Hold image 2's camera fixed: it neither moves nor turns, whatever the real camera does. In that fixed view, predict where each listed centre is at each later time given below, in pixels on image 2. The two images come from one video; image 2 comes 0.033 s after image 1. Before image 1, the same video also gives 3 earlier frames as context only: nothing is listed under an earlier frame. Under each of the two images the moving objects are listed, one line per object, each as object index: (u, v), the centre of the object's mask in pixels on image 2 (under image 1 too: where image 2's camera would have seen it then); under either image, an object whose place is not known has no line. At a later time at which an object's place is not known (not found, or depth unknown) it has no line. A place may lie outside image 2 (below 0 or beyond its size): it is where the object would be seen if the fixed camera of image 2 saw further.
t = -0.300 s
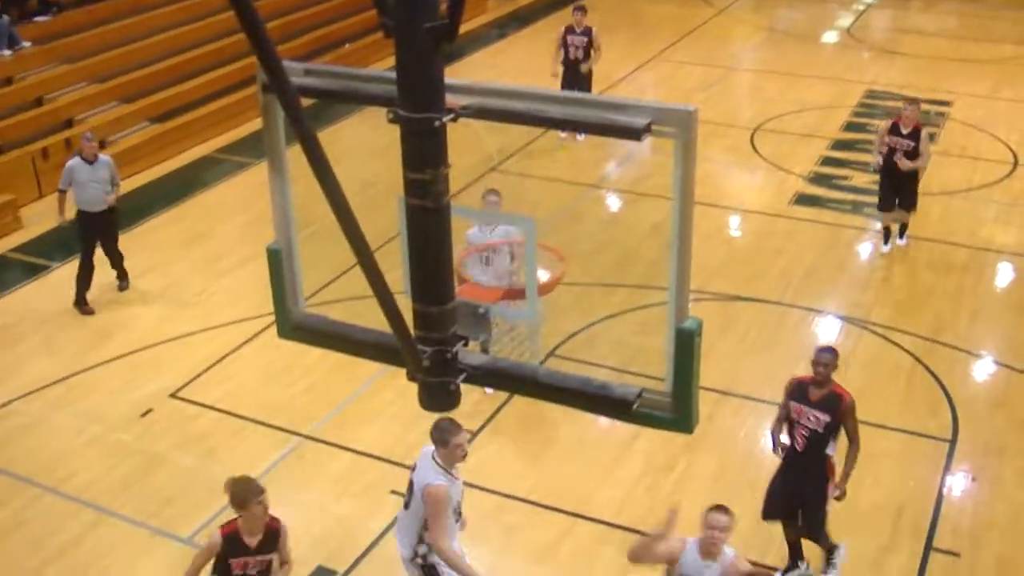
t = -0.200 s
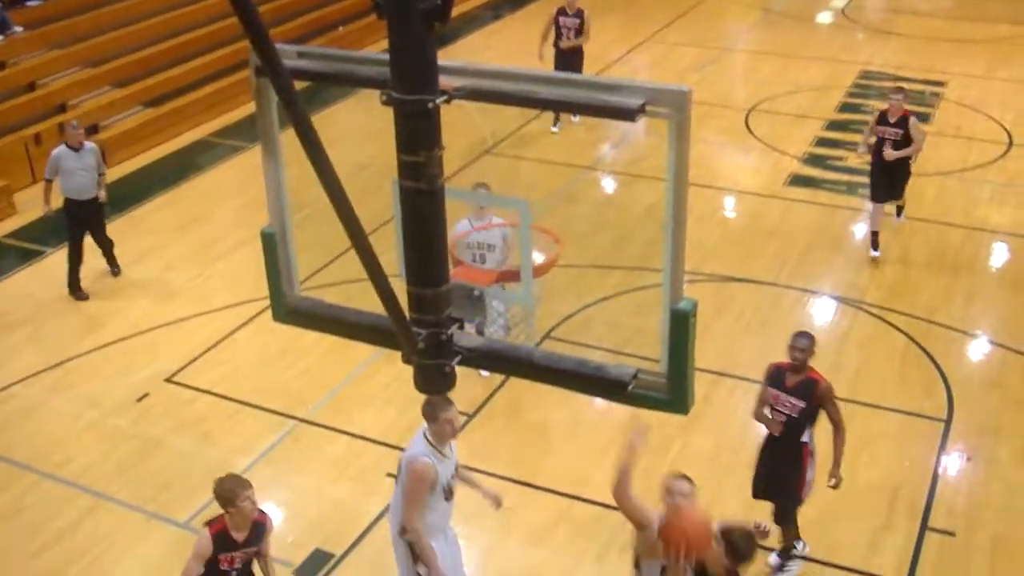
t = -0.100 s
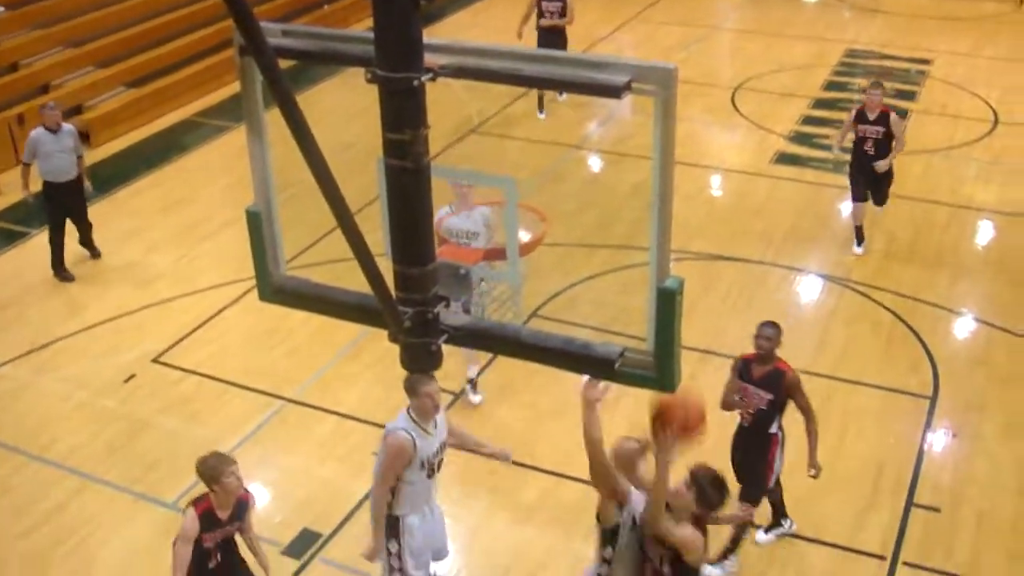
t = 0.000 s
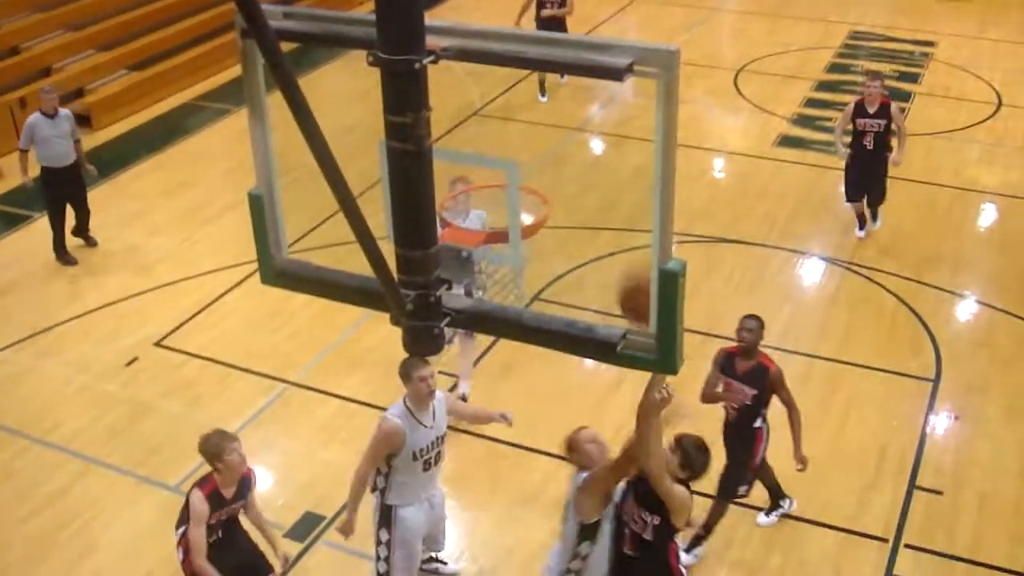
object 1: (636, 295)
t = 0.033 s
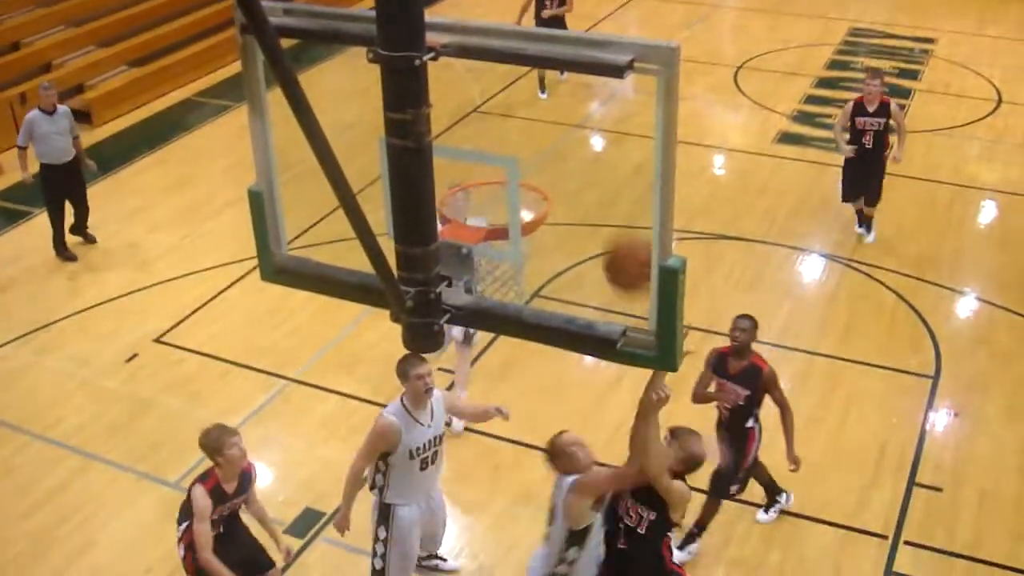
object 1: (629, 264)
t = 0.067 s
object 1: (616, 233)
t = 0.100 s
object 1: (601, 206)
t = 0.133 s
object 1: (585, 182)
